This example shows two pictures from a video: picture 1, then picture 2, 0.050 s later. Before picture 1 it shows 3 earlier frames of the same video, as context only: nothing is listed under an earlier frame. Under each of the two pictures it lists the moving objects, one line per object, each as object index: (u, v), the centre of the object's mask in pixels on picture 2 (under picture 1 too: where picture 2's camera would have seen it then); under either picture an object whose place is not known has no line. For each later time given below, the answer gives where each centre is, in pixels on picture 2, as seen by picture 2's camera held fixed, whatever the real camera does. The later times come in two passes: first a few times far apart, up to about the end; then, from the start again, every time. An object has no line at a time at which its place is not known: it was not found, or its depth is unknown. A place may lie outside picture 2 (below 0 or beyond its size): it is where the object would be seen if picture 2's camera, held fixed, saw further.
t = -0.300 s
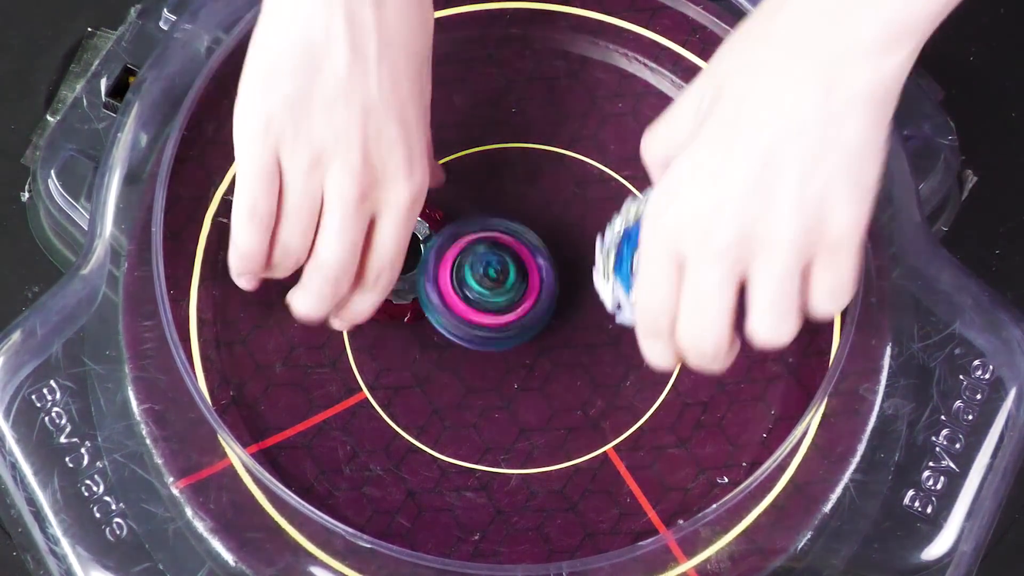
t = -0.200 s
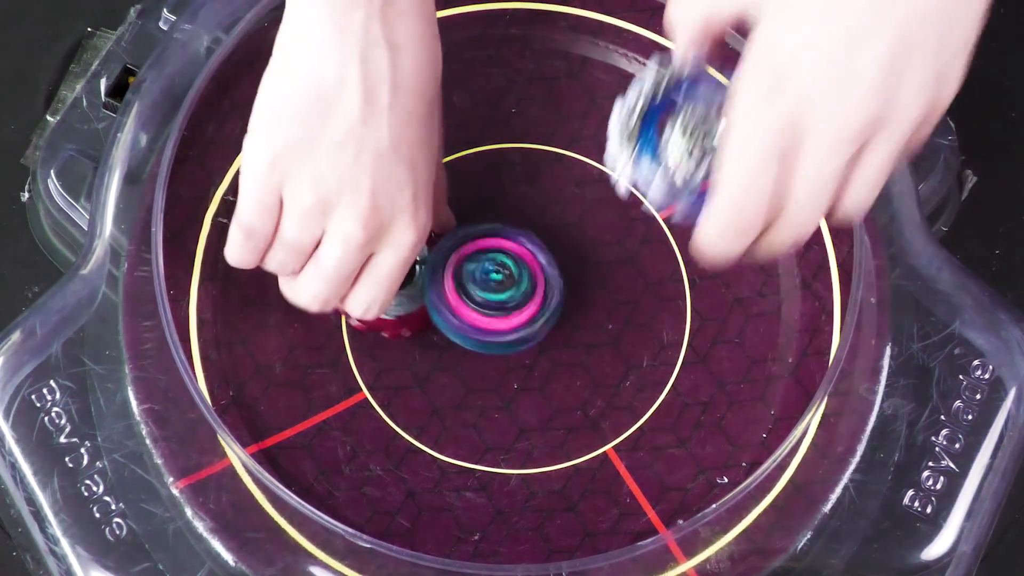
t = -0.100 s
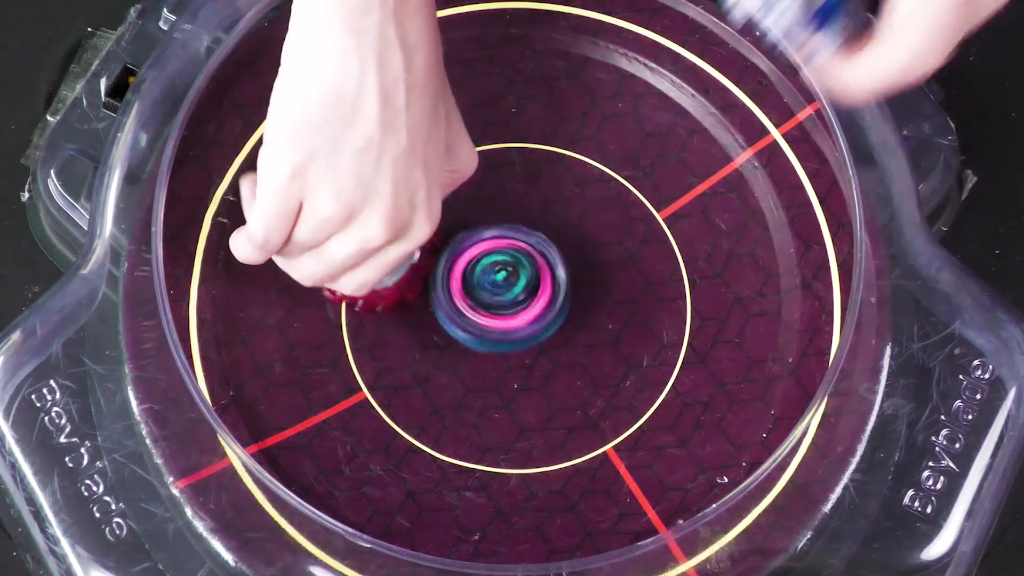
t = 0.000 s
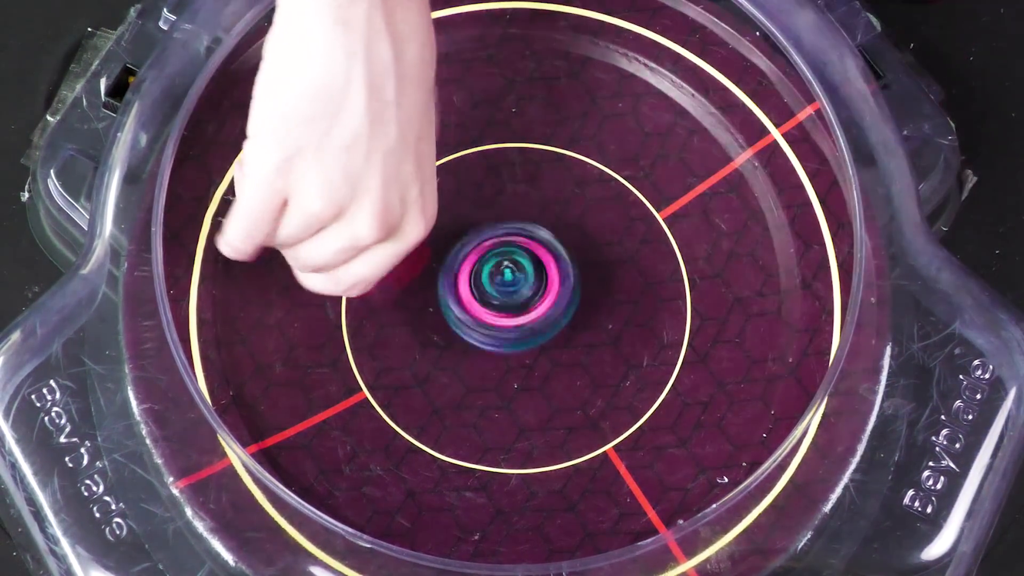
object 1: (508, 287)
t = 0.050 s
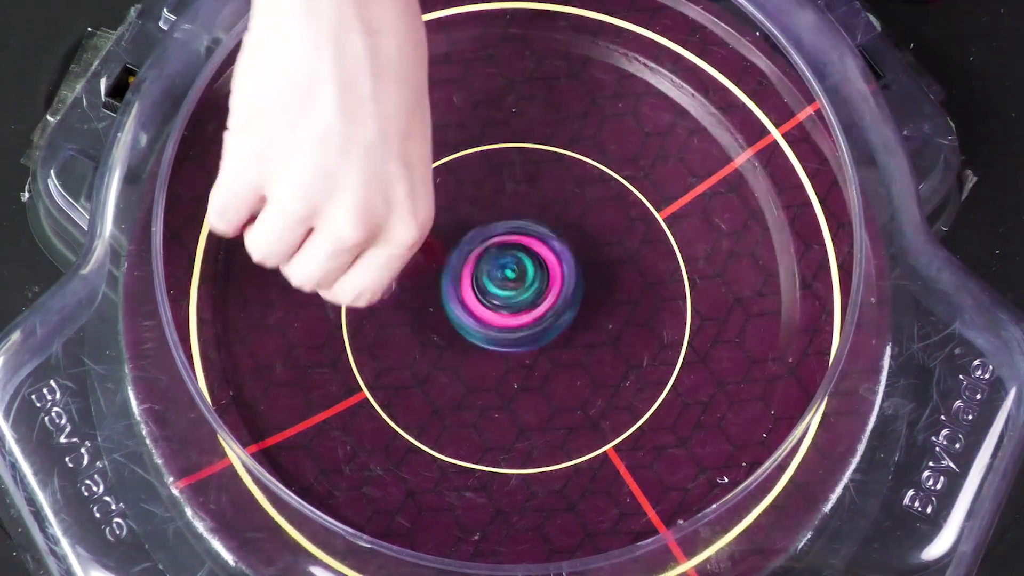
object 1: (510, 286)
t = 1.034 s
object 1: (501, 283)
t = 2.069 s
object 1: (499, 278)
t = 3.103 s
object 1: (496, 274)
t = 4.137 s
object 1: (504, 273)
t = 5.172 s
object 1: (505, 275)
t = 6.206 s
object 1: (505, 275)
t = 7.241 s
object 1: (504, 276)
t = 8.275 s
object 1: (499, 277)
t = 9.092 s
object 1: (499, 277)
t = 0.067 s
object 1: (512, 286)
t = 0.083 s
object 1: (513, 284)
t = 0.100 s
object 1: (513, 283)
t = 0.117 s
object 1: (515, 282)
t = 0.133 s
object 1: (515, 280)
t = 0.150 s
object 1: (510, 279)
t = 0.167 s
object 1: (516, 278)
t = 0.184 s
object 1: (509, 277)
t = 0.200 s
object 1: (510, 276)
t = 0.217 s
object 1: (511, 275)
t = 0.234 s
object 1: (510, 273)
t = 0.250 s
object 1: (511, 272)
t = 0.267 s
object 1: (509, 270)
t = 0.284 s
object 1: (509, 270)
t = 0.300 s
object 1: (510, 269)
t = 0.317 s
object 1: (509, 268)
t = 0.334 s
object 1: (509, 267)
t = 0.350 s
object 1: (508, 265)
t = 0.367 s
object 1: (507, 265)
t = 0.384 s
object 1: (507, 264)
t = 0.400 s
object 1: (505, 262)
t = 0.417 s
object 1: (506, 263)
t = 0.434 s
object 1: (504, 261)
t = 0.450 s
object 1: (502, 261)
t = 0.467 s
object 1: (502, 261)
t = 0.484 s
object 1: (501, 260)
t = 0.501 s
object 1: (501, 261)
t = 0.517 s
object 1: (500, 259)
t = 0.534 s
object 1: (502, 260)
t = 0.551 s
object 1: (498, 261)
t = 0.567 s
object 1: (497, 260)
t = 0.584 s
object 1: (495, 261)
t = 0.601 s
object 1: (500, 260)
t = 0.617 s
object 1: (493, 260)
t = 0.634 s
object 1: (499, 263)
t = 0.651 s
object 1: (492, 263)
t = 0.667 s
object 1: (496, 263)
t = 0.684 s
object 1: (497, 264)
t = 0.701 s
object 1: (495, 265)
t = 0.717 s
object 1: (490, 265)
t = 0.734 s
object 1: (494, 267)
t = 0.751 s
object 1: (494, 268)
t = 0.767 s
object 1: (495, 269)
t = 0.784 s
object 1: (492, 269)
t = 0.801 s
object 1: (492, 270)
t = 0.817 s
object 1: (493, 272)
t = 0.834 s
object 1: (493, 273)
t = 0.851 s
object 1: (494, 274)
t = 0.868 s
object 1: (494, 274)
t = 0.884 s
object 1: (493, 276)
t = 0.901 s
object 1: (495, 277)
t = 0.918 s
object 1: (494, 278)
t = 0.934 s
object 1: (495, 279)
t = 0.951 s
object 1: (497, 279)
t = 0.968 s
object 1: (496, 280)
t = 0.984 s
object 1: (497, 281)
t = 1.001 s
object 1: (498, 282)
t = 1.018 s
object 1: (499, 282)
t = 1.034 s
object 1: (501, 283)
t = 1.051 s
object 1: (500, 283)
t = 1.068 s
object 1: (501, 284)
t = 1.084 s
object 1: (503, 284)
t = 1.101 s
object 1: (503, 284)
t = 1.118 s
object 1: (505, 284)
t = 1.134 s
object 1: (506, 284)
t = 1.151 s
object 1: (506, 284)
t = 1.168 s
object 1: (509, 285)
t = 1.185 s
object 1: (509, 284)
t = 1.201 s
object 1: (510, 284)
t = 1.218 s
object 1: (511, 283)
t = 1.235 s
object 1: (511, 283)
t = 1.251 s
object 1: (512, 284)
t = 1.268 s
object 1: (514, 283)
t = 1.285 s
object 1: (514, 282)
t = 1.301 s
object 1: (516, 282)
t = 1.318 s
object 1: (515, 281)
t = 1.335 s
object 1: (515, 281)
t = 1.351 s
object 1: (517, 280)
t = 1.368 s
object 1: (517, 279)
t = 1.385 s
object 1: (518, 278)
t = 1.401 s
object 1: (518, 277)
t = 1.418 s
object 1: (517, 277)
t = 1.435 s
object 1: (518, 276)
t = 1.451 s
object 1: (512, 275)
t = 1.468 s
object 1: (511, 274)
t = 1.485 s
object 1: (518, 273)
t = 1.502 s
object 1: (516, 272)
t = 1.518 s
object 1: (511, 272)
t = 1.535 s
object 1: (511, 271)
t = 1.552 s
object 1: (510, 270)
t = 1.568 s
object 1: (510, 269)
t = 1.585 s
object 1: (509, 268)
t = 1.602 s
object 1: (508, 268)
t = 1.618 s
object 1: (508, 267)
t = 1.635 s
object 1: (507, 267)
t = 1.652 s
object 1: (507, 267)
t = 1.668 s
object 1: (511, 266)
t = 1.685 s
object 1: (504, 265)
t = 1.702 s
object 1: (505, 266)
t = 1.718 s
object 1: (503, 266)
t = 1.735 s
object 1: (502, 266)
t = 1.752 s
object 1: (508, 266)
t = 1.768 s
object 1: (501, 265)
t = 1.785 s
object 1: (505, 267)
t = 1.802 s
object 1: (499, 267)
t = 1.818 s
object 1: (498, 266)
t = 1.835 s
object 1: (504, 268)
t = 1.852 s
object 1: (502, 268)
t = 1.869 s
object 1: (496, 268)
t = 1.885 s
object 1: (496, 269)
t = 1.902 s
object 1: (495, 269)
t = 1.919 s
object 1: (495, 270)
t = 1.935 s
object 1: (500, 271)
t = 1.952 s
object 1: (498, 272)
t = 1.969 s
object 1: (499, 273)
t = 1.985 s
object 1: (498, 274)
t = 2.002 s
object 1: (498, 275)
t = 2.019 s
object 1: (499, 275)
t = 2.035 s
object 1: (497, 276)
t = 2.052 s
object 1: (498, 277)
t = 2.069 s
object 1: (499, 278)
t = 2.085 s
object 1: (499, 279)
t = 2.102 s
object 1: (500, 279)
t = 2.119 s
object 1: (499, 280)
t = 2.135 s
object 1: (499, 280)
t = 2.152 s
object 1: (501, 282)
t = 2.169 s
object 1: (500, 282)
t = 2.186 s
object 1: (501, 283)
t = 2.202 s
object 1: (502, 283)
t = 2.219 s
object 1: (501, 283)
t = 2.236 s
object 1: (503, 284)
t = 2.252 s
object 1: (504, 285)
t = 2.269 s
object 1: (504, 285)
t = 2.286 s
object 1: (506, 285)
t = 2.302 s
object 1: (506, 285)
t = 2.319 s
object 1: (506, 285)
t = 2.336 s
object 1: (508, 285)
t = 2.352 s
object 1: (508, 285)
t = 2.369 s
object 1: (509, 285)
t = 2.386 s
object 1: (510, 284)
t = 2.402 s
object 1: (509, 284)
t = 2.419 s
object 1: (511, 285)
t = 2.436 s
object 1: (512, 284)
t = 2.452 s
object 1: (512, 284)
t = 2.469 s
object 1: (514, 283)
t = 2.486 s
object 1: (513, 283)
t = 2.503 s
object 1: (513, 283)
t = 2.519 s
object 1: (515, 282)
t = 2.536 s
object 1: (515, 282)
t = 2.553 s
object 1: (515, 281)
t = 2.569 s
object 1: (516, 280)
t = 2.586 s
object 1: (514, 279)
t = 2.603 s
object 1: (510, 279)
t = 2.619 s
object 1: (516, 278)
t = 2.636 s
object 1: (515, 277)
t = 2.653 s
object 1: (510, 277)
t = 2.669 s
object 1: (509, 275)
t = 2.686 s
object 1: (509, 275)
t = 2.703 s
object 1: (509, 275)
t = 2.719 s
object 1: (509, 275)
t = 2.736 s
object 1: (508, 274)
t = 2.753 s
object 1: (508, 272)
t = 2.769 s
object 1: (511, 273)
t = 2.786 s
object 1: (507, 273)
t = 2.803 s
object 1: (510, 272)
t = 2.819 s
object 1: (510, 272)
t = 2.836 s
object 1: (506, 271)
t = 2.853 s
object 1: (509, 271)
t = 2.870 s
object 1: (503, 271)
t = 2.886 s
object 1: (503, 271)
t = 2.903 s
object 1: (507, 271)
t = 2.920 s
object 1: (502, 271)
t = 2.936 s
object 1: (506, 270)
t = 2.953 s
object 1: (505, 272)
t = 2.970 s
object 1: (500, 272)
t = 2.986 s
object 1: (499, 272)
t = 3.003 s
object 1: (498, 272)
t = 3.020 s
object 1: (504, 272)
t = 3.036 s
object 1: (501, 272)
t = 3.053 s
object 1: (500, 273)
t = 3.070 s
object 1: (502, 274)
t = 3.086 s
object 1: (497, 274)
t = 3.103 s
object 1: (496, 274)
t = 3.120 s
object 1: (501, 274)
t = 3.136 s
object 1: (500, 275)
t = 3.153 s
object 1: (500, 277)
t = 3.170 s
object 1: (499, 277)
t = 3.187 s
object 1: (499, 277)
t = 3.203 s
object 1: (501, 278)
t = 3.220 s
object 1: (499, 278)
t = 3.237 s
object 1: (499, 280)
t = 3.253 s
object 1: (501, 280)
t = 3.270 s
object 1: (495, 281)
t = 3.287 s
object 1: (500, 281)
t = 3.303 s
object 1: (500, 281)
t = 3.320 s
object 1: (500, 282)
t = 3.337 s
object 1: (501, 283)
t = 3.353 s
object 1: (501, 283)
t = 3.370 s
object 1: (501, 283)
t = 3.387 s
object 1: (503, 284)
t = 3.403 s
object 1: (502, 283)
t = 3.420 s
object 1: (502, 284)
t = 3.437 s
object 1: (504, 285)
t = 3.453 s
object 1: (504, 285)
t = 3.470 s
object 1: (504, 285)
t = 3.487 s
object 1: (505, 284)
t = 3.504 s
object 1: (505, 284)
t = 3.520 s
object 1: (505, 285)
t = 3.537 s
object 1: (507, 284)
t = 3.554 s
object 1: (507, 284)
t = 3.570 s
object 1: (508, 284)
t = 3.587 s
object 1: (508, 284)
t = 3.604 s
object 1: (508, 284)
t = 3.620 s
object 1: (509, 284)
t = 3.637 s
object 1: (510, 283)
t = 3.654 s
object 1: (510, 283)
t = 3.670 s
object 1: (511, 282)
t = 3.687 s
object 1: (509, 281)
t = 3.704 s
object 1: (509, 281)
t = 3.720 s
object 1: (511, 281)
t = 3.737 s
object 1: (511, 281)
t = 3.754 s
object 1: (511, 280)
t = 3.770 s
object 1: (512, 279)
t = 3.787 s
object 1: (510, 279)
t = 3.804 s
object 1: (506, 279)
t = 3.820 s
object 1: (511, 278)
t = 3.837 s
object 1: (510, 277)
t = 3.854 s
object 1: (505, 277)
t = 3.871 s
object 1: (505, 276)
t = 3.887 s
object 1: (504, 276)
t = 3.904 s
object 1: (505, 276)
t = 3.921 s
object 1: (504, 275)
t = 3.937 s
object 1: (508, 275)
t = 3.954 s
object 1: (509, 274)
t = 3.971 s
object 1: (507, 274)
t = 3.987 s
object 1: (502, 274)
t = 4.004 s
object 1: (506, 274)
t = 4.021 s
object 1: (501, 273)
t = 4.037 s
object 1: (507, 274)
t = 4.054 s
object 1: (506, 273)
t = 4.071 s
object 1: (499, 273)
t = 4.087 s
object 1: (500, 274)
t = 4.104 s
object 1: (499, 273)
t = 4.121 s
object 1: (502, 274)
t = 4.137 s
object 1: (504, 273)
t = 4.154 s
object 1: (498, 273)
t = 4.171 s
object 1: (497, 274)
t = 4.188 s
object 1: (503, 274)
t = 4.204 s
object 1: (497, 274)
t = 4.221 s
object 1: (502, 275)
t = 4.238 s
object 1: (502, 274)
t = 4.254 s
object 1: (500, 275)
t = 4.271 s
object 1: (501, 276)
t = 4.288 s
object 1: (500, 276)
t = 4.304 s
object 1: (495, 276)
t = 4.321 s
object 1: (501, 277)
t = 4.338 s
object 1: (500, 277)
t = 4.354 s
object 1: (499, 277)
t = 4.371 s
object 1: (501, 278)
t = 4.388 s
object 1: (500, 279)
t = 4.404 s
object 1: (500, 279)
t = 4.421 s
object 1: (501, 279)
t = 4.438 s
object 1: (500, 279)
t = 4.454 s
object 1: (500, 280)
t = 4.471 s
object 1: (501, 280)
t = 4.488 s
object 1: (500, 281)
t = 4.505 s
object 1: (502, 281)
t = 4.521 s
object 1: (502, 280)
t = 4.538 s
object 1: (501, 281)
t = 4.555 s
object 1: (502, 282)
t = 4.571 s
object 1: (502, 282)
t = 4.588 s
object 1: (502, 282)
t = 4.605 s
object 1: (504, 282)
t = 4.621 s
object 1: (503, 282)
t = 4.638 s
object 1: (503, 282)
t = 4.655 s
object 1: (500, 283)
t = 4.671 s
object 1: (504, 282)
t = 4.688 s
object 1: (505, 282)
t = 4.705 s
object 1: (506, 281)
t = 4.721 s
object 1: (505, 281)
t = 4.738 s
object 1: (500, 281)
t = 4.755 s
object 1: (506, 282)
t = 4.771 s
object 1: (507, 281)
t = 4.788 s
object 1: (507, 281)
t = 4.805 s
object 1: (508, 280)
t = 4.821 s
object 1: (507, 280)
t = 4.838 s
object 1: (502, 281)
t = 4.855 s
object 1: (507, 280)
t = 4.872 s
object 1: (502, 280)
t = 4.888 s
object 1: (508, 280)
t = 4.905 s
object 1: (508, 278)
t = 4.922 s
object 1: (502, 278)
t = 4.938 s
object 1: (503, 279)
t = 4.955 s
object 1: (502, 278)
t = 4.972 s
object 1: (507, 278)
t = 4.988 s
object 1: (509, 277)
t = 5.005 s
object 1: (507, 276)
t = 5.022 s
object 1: (506, 277)
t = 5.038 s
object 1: (507, 276)
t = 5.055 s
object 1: (506, 276)
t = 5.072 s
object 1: (506, 276)
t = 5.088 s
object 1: (507, 275)
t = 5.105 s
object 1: (505, 275)
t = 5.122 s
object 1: (500, 275)
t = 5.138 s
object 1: (505, 275)
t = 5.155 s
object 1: (505, 275)
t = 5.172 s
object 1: (505, 275)
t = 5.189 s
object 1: (505, 274)
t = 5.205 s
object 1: (498, 274)
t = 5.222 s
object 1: (503, 275)
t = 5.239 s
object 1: (503, 275)
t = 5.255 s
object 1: (503, 275)
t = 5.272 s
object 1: (504, 274)
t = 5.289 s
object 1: (502, 274)
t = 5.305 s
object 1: (497, 274)
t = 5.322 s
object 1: (498, 275)
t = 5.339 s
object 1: (497, 275)
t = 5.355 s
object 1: (501, 275)
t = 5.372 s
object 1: (502, 274)
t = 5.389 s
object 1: (496, 275)
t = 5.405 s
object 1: (499, 275)
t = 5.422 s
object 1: (501, 276)
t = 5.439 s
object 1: (500, 276)
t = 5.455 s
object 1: (501, 276)
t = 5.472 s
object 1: (501, 276)
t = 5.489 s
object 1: (500, 276)
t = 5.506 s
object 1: (500, 277)
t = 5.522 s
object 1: (501, 277)
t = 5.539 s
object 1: (500, 277)
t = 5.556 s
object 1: (501, 278)
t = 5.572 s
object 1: (500, 277)
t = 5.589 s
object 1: (500, 278)
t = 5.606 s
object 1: (501, 279)
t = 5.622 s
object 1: (500, 279)
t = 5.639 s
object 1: (501, 278)
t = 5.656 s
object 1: (502, 279)
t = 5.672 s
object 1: (501, 278)
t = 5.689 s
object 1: (496, 279)
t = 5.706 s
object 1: (497, 279)
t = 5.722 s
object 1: (502, 279)
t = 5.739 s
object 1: (501, 279)
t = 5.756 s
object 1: (503, 279)
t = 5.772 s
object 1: (502, 279)
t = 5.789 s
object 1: (501, 279)
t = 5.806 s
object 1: (498, 279)
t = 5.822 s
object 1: (503, 279)
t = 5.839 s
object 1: (503, 279)
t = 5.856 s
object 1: (504, 278)
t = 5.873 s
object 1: (503, 278)
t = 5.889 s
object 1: (502, 279)
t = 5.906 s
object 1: (504, 279)
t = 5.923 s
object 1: (504, 278)
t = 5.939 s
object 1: (504, 279)
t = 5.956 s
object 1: (505, 277)
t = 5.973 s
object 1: (503, 278)
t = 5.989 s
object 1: (499, 278)
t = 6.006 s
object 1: (505, 278)
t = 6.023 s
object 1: (505, 277)
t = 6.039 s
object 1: (500, 277)
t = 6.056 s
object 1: (505, 276)
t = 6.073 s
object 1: (499, 276)
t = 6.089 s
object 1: (505, 277)
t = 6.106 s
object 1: (505, 276)
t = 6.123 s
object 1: (505, 276)
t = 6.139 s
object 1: (506, 276)
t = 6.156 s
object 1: (505, 275)
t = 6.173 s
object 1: (499, 275)
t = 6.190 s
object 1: (500, 275)
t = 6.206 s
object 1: (505, 275)
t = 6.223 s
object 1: (504, 275)
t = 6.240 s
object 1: (505, 274)
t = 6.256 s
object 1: (504, 274)
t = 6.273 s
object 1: (503, 275)
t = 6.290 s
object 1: (499, 275)
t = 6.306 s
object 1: (499, 274)
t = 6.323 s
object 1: (503, 275)
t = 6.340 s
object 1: (504, 274)
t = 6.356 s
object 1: (498, 274)
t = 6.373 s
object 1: (497, 274)
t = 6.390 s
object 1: (498, 275)
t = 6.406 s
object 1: (498, 274)
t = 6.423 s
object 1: (503, 275)
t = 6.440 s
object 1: (503, 274)
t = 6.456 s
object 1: (502, 274)
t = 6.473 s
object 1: (502, 275)
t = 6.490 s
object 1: (503, 275)
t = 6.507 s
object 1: (501, 275)
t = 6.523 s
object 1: (503, 275)
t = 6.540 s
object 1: (503, 274)
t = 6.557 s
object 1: (502, 274)
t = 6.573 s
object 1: (501, 275)
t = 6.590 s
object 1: (502, 275)
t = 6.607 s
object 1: (502, 275)
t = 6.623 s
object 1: (503, 275)
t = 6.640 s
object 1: (503, 274)
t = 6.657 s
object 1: (502, 275)
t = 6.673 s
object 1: (502, 275)
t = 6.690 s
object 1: (502, 275)
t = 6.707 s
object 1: (502, 275)
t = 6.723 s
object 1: (503, 275)
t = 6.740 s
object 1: (502, 275)
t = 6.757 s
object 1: (497, 275)
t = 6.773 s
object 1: (498, 275)
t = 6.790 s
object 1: (502, 275)
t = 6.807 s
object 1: (503, 275)
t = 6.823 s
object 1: (503, 275)
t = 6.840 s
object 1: (503, 275)
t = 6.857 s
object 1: (502, 275)
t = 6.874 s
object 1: (498, 276)
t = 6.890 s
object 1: (503, 276)
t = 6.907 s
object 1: (503, 276)
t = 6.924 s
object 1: (504, 276)
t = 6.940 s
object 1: (503, 275)
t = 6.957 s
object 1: (498, 276)
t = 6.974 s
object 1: (499, 276)
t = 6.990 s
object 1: (499, 276)
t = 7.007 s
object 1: (503, 276)
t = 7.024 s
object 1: (505, 276)
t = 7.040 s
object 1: (503, 275)
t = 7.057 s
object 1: (498, 276)
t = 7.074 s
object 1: (499, 276)
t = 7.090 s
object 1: (499, 276)
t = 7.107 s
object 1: (503, 276)
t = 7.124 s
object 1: (499, 276)
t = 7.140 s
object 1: (503, 276)
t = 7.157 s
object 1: (499, 276)
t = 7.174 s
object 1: (499, 277)
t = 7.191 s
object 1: (500, 277)
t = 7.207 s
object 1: (503, 276)
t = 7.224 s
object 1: (500, 276)
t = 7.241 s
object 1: (504, 276)
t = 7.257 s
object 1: (499, 276)
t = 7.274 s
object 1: (499, 277)
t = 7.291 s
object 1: (500, 276)
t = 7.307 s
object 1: (503, 276)
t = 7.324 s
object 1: (505, 276)
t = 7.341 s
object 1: (499, 276)
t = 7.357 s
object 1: (503, 276)
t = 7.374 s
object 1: (500, 277)
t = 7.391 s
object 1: (503, 276)
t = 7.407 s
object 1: (503, 276)
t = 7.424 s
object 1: (505, 276)
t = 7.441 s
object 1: (503, 276)
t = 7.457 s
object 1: (502, 276)
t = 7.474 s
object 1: (499, 277)
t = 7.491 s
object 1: (499, 276)
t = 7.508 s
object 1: (503, 276)
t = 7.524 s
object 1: (505, 276)
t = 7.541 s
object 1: (499, 276)
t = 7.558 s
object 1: (498, 276)
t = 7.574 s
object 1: (499, 277)
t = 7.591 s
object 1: (499, 276)
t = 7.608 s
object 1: (503, 276)
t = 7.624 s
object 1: (505, 276)
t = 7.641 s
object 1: (503, 276)
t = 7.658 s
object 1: (503, 276)
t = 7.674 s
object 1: (499, 277)
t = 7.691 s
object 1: (503, 276)
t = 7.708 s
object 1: (503, 276)
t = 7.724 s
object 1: (504, 276)
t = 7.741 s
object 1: (503, 276)
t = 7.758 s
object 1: (502, 276)
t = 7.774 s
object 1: (499, 277)
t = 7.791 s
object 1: (499, 276)
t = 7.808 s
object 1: (503, 277)
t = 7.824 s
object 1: (504, 276)
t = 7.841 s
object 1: (503, 276)
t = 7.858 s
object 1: (502, 277)
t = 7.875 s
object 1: (499, 277)
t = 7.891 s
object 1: (499, 277)
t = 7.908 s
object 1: (503, 277)
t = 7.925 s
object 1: (504, 276)
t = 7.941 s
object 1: (503, 276)
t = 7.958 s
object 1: (498, 276)
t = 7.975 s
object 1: (499, 277)
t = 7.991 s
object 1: (499, 277)
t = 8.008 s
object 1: (503, 277)
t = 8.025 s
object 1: (505, 276)
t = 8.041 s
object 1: (503, 276)
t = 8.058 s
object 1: (503, 277)
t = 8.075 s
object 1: (499, 277)
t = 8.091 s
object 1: (499, 277)
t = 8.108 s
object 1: (503, 276)
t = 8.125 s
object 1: (499, 276)
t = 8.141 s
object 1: (503, 276)
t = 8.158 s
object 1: (498, 276)
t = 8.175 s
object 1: (499, 277)
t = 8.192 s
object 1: (499, 277)
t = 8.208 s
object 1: (503, 276)
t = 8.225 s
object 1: (499, 276)
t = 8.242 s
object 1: (503, 276)
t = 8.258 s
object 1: (498, 276)
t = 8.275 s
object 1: (499, 277)
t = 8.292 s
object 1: (499, 277)
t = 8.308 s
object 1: (503, 276)
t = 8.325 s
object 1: (499, 276)
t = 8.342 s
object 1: (503, 276)
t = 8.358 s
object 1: (498, 276)
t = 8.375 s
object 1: (499, 277)
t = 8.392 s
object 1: (504, 277)
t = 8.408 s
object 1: (504, 276)
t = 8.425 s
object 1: (499, 276)
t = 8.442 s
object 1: (504, 276)
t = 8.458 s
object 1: (503, 276)
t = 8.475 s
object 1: (499, 277)
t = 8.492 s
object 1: (504, 277)
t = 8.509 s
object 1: (504, 276)
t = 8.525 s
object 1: (499, 276)
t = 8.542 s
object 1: (504, 276)
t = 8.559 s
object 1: (503, 276)
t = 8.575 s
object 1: (499, 277)
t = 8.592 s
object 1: (503, 277)
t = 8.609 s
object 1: (504, 277)
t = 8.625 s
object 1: (499, 276)
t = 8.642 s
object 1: (504, 276)
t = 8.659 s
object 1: (503, 276)
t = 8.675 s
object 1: (498, 277)
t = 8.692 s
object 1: (504, 277)
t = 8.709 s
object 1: (503, 276)
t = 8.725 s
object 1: (504, 277)
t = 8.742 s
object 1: (504, 276)
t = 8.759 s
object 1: (503, 276)
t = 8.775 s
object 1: (498, 277)
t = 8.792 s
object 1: (504, 277)
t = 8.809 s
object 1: (503, 276)
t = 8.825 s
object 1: (504, 277)
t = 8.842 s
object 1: (504, 276)
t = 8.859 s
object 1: (503, 276)
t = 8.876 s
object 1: (502, 277)
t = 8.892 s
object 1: (504, 277)
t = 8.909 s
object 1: (499, 276)
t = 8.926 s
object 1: (503, 277)
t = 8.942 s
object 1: (504, 276)
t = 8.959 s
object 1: (502, 276)
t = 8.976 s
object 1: (502, 277)
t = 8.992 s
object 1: (499, 277)
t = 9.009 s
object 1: (499, 277)
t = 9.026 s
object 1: (504, 276)
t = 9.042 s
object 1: (504, 276)
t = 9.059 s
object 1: (503, 276)
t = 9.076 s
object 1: (498, 276)
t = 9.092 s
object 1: (499, 277)
